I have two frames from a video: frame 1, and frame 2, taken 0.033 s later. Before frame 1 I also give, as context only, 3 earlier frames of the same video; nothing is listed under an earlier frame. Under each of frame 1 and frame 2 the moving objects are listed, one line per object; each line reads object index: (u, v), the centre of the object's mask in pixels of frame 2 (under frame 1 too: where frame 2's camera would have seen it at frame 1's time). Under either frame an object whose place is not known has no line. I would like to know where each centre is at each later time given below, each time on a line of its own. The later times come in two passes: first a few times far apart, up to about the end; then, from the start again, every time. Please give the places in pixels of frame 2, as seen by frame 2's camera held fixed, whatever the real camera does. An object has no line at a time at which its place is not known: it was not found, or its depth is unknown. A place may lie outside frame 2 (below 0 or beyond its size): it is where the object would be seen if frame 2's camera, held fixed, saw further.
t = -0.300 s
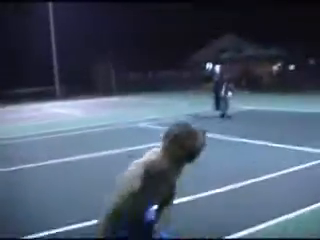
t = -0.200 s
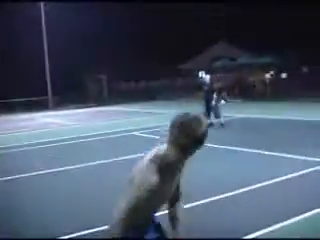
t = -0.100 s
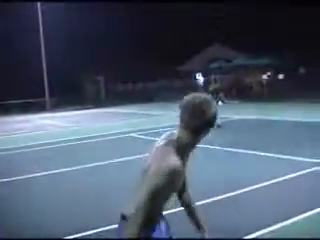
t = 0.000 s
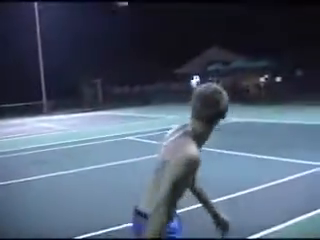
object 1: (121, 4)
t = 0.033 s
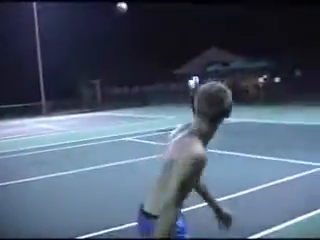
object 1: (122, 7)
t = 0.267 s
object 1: (126, 44)
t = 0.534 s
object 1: (132, 99)
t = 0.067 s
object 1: (122, 10)
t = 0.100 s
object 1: (123, 15)
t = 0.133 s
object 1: (124, 21)
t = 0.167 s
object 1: (124, 26)
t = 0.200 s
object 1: (125, 31)
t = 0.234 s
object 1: (126, 37)
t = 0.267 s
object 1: (126, 44)
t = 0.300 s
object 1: (127, 50)
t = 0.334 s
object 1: (128, 56)
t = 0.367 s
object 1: (128, 63)
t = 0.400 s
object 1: (129, 70)
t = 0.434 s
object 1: (130, 77)
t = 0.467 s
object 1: (131, 84)
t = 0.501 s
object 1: (132, 91)
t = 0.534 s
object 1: (132, 99)
